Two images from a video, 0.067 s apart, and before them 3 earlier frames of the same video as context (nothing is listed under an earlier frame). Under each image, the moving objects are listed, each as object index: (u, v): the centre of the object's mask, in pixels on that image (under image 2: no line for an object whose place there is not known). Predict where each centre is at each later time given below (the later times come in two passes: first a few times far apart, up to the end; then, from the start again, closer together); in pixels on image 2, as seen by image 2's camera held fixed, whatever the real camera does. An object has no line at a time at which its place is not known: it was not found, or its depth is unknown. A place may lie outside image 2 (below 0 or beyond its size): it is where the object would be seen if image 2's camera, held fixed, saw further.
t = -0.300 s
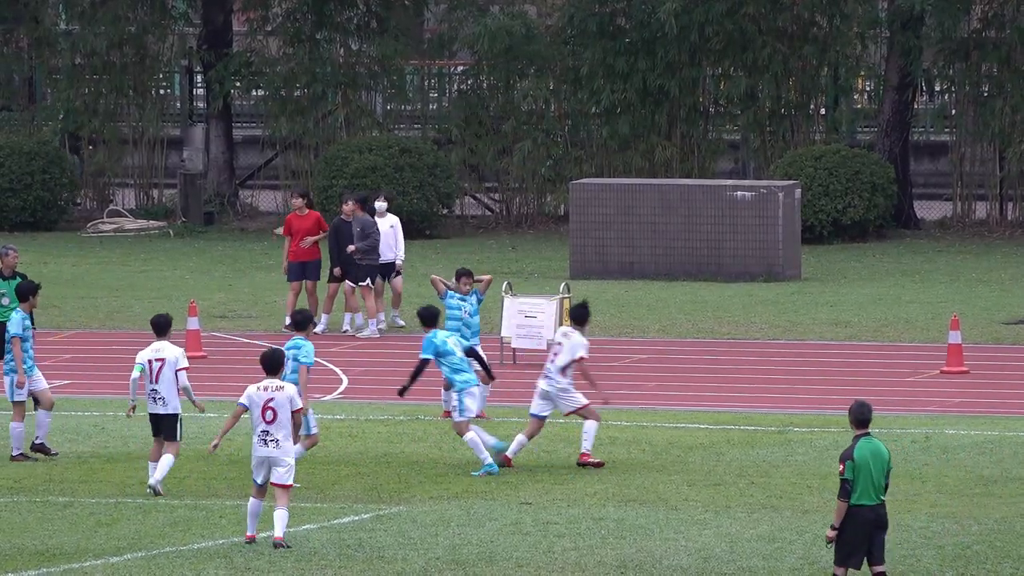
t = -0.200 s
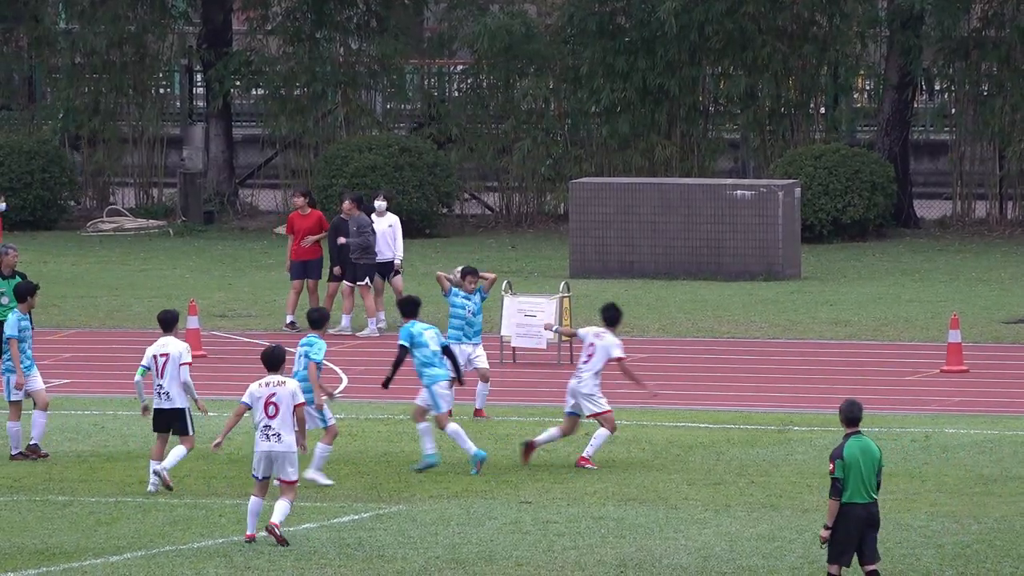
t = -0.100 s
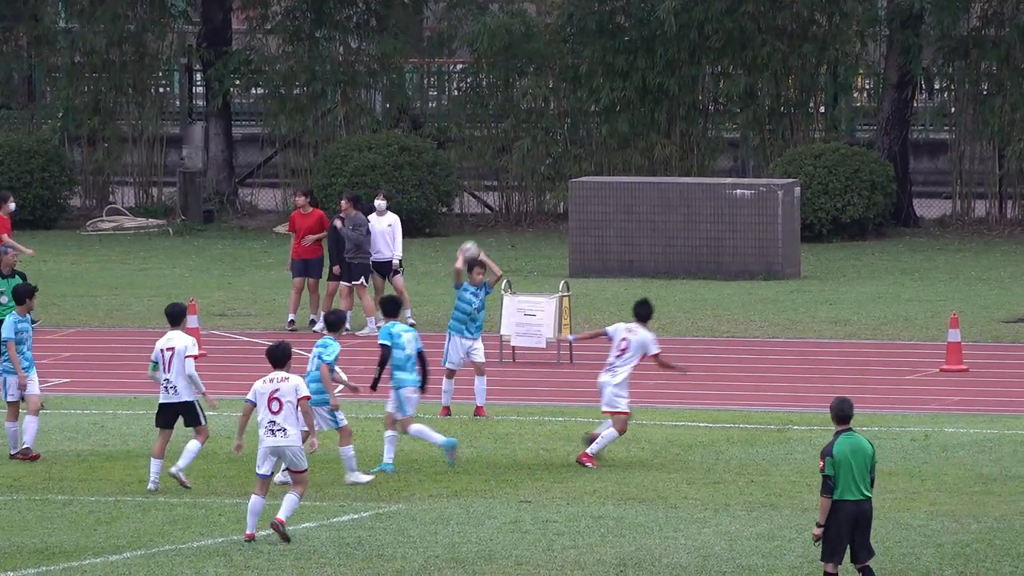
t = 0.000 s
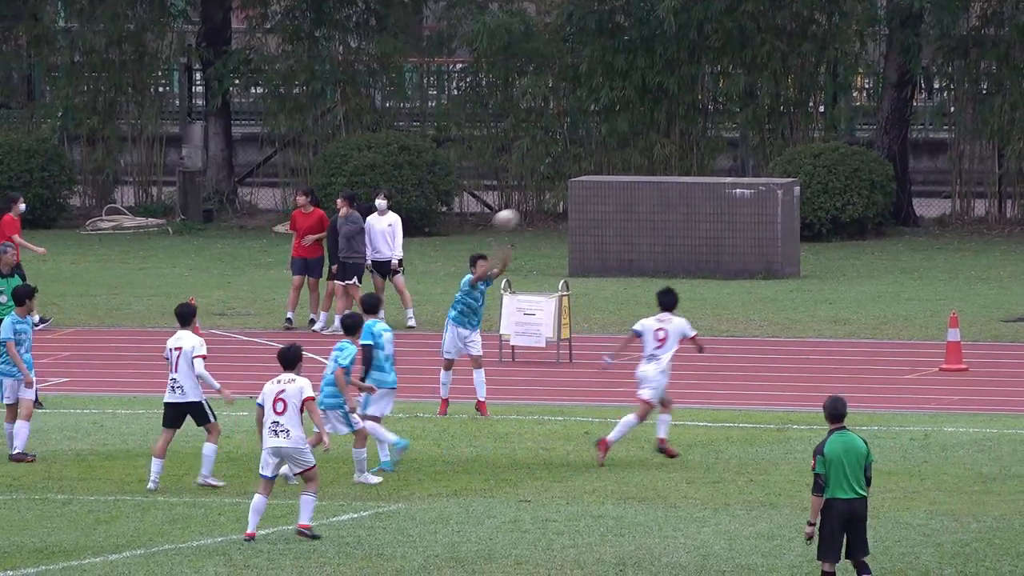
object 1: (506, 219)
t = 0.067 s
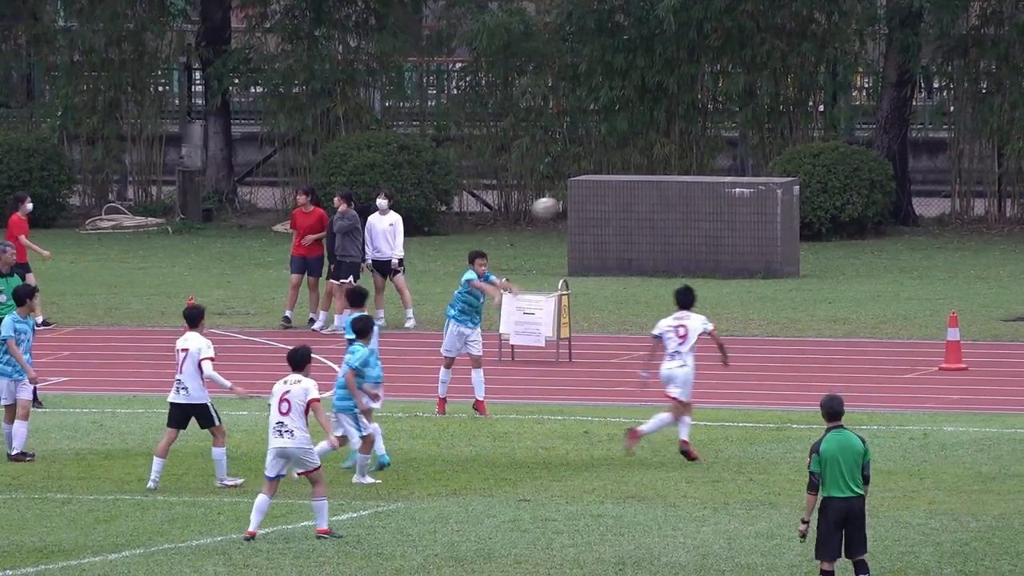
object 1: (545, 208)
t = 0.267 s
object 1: (661, 198)
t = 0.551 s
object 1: (831, 258)
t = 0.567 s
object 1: (842, 264)
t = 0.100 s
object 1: (563, 203)
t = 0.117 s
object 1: (574, 201)
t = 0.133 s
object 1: (584, 198)
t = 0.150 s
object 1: (593, 198)
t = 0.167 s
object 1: (602, 197)
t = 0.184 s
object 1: (612, 197)
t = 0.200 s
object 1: (622, 197)
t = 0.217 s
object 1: (632, 196)
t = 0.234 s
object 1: (641, 197)
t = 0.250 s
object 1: (651, 198)
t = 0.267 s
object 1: (661, 198)
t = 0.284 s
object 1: (671, 200)
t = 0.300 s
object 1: (680, 201)
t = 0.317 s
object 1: (690, 203)
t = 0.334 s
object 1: (700, 206)
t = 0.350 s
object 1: (710, 208)
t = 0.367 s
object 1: (720, 210)
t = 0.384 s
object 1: (730, 214)
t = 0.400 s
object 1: (740, 216)
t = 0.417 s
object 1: (751, 219)
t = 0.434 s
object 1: (761, 223)
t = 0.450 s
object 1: (770, 227)
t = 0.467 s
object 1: (781, 232)
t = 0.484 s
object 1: (791, 236)
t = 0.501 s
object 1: (801, 241)
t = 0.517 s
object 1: (811, 247)
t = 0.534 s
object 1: (821, 253)
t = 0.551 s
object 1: (831, 258)
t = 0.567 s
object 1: (842, 264)
